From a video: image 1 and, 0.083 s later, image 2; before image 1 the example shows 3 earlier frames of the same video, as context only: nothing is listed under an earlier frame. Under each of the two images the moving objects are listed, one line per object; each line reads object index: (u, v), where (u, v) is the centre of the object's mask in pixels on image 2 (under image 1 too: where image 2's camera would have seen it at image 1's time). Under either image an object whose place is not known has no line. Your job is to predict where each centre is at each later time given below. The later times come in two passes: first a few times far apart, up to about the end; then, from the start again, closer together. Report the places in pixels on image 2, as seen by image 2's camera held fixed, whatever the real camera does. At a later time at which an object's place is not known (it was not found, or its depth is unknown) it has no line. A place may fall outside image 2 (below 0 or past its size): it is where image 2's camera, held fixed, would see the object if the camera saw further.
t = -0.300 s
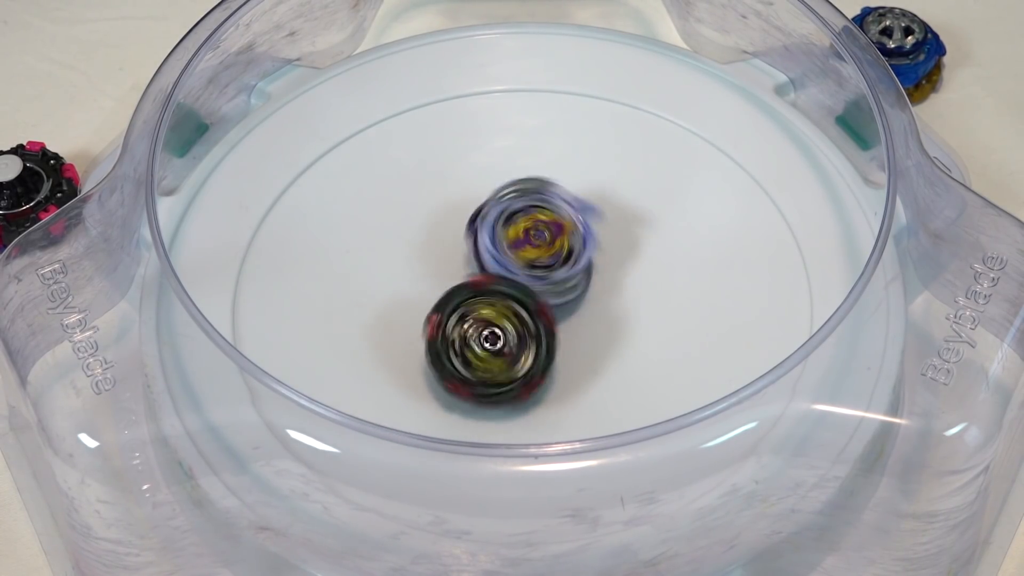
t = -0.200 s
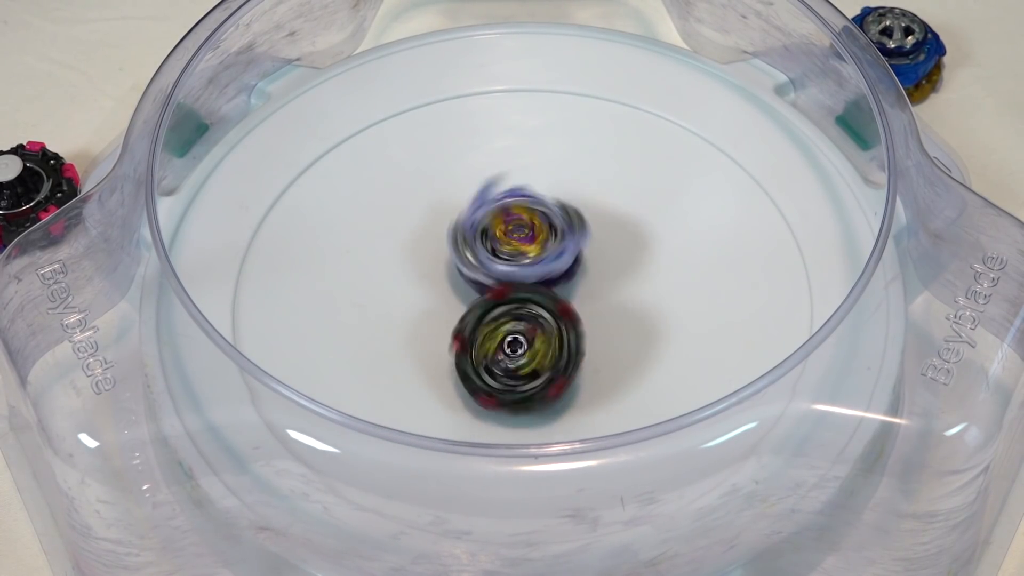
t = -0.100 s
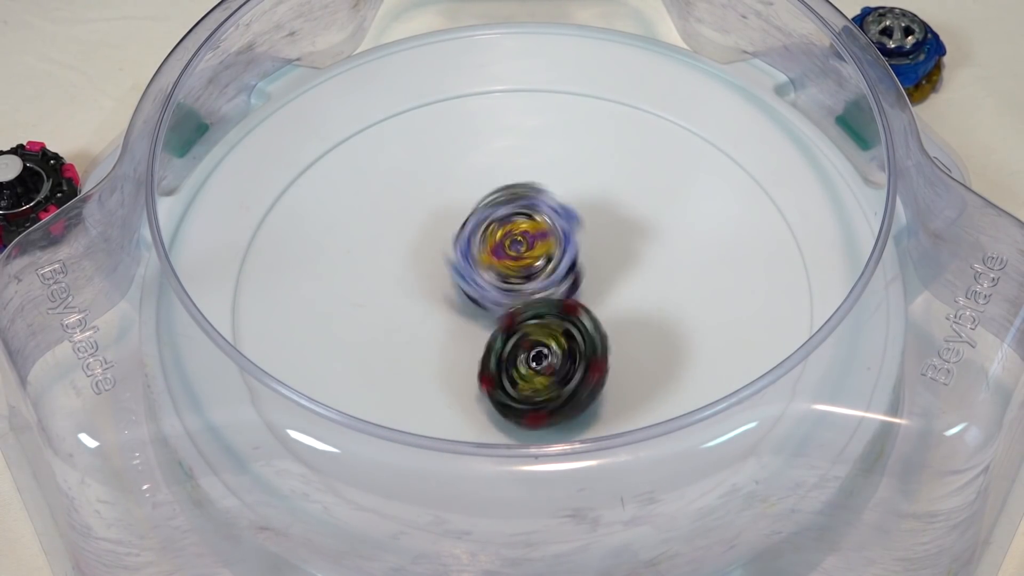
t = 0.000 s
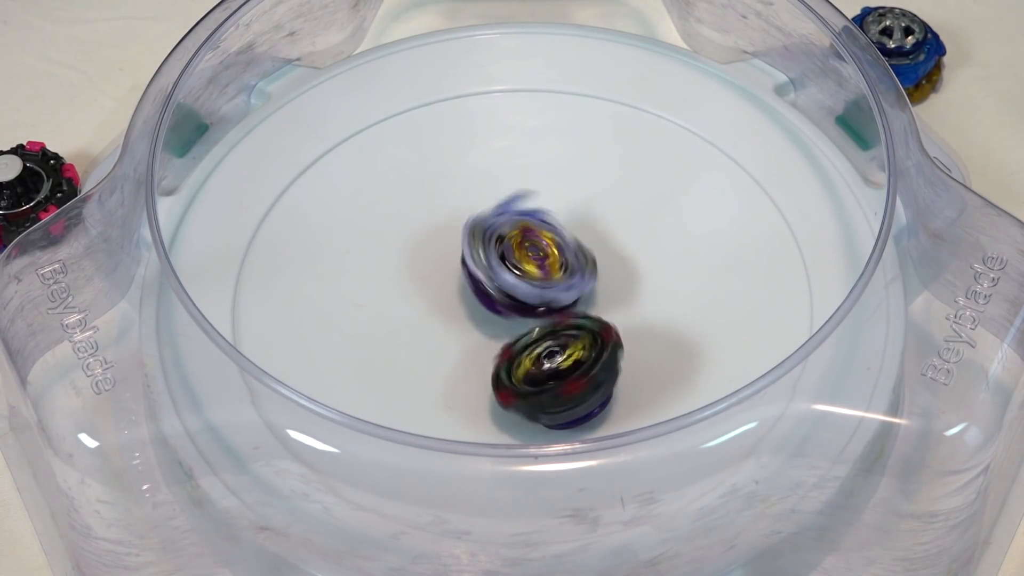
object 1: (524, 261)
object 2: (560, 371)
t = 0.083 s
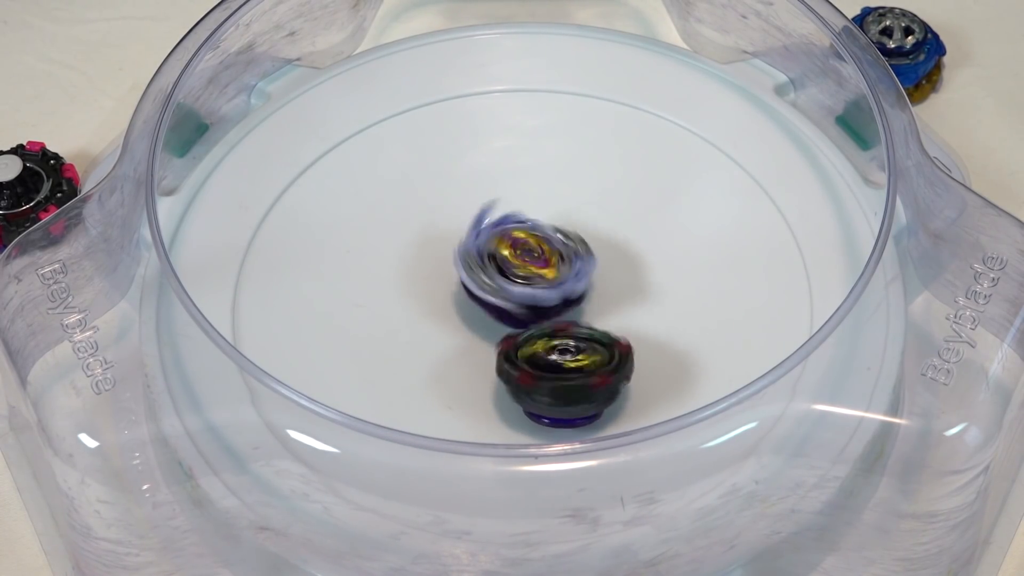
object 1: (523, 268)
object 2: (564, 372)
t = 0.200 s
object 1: (532, 266)
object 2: (568, 366)
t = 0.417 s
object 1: (526, 263)
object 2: (566, 361)
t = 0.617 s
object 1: (490, 272)
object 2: (586, 392)
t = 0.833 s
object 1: (486, 299)
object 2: (579, 393)
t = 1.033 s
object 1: (495, 299)
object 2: (567, 386)
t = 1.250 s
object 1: (495, 299)
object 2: (567, 386)
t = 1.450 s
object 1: (495, 299)
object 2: (567, 386)
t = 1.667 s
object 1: (495, 299)
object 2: (567, 386)
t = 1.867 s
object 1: (495, 299)
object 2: (567, 386)
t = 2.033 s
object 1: (495, 299)
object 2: (567, 386)
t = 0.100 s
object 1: (525, 269)
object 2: (565, 372)
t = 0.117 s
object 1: (527, 268)
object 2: (567, 372)
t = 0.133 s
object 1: (525, 267)
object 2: (568, 372)
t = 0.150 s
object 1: (526, 269)
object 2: (569, 371)
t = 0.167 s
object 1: (530, 267)
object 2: (569, 370)
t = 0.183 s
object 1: (532, 268)
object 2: (569, 369)
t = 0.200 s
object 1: (532, 266)
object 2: (568, 366)
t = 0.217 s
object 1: (529, 266)
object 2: (567, 364)
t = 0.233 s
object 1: (530, 265)
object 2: (566, 360)
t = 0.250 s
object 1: (530, 265)
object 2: (567, 358)
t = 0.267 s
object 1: (530, 263)
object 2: (568, 357)
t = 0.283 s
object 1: (525, 262)
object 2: (568, 355)
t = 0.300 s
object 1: (525, 261)
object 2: (570, 354)
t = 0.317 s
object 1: (527, 260)
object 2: (571, 352)
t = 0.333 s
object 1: (530, 258)
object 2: (573, 352)
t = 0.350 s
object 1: (531, 256)
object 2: (573, 356)
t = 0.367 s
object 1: (528, 258)
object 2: (571, 360)
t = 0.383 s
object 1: (526, 261)
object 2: (567, 361)
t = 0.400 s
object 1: (527, 263)
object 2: (566, 361)
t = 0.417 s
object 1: (526, 263)
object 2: (566, 361)
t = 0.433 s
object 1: (524, 261)
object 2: (567, 360)
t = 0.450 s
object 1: (522, 262)
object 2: (571, 365)
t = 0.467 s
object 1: (520, 261)
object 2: (574, 371)
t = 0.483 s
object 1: (516, 258)
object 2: (574, 377)
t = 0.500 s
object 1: (511, 253)
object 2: (575, 382)
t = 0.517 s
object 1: (507, 251)
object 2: (577, 385)
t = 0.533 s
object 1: (502, 252)
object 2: (579, 387)
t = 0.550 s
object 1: (498, 254)
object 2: (580, 388)
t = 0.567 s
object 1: (495, 259)
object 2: (582, 390)
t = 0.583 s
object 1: (496, 266)
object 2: (584, 391)
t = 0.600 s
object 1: (493, 270)
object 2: (585, 392)
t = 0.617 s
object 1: (490, 272)
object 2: (586, 392)
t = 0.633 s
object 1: (487, 273)
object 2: (587, 393)
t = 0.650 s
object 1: (484, 274)
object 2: (587, 394)
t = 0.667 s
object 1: (482, 276)
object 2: (588, 395)
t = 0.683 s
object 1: (480, 278)
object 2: (589, 395)
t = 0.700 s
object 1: (479, 281)
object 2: (590, 396)
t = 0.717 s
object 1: (480, 285)
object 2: (590, 396)
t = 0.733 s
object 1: (481, 287)
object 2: (590, 396)
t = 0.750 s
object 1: (482, 289)
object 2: (592, 396)
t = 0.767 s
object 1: (484, 292)
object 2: (591, 396)
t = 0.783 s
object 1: (485, 294)
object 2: (589, 396)
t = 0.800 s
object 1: (485, 295)
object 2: (586, 395)
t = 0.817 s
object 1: (486, 296)
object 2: (583, 395)
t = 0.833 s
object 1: (486, 299)
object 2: (579, 393)
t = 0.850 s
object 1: (486, 302)
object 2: (575, 392)
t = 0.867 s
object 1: (489, 303)
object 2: (570, 391)
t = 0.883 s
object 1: (491, 304)
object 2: (565, 391)
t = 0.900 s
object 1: (492, 302)
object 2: (565, 390)
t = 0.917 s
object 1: (492, 301)
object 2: (567, 391)
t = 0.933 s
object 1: (492, 300)
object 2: (568, 390)
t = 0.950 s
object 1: (493, 298)
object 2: (567, 388)
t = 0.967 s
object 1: (495, 299)
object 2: (567, 388)
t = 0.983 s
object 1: (495, 298)
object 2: (567, 387)
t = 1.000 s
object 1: (496, 299)
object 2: (567, 387)
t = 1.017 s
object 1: (495, 298)
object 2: (567, 386)
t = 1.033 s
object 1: (495, 299)
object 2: (567, 386)
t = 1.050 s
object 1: (495, 299)
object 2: (567, 386)
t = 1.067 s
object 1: (495, 298)
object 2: (567, 386)
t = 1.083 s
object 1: (495, 298)
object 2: (567, 386)
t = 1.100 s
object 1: (495, 298)
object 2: (567, 386)
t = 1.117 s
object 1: (495, 298)
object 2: (567, 386)
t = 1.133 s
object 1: (495, 299)
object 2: (567, 386)
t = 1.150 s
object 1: (495, 299)
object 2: (567, 386)
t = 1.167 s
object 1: (495, 298)
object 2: (567, 386)
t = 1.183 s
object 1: (495, 298)
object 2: (567, 386)
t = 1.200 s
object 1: (495, 298)
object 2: (567, 386)
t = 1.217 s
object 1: (495, 299)
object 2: (567, 386)
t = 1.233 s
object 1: (495, 299)
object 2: (567, 386)
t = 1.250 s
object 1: (495, 299)
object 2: (567, 386)
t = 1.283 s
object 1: (495, 299)
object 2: (567, 386)
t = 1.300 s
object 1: (495, 299)
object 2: (567, 386)
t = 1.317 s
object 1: (495, 299)
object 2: (567, 386)
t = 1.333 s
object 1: (495, 299)
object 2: (567, 386)
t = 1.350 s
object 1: (495, 299)
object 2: (567, 386)
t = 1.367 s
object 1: (495, 299)
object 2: (567, 386)
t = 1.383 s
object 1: (495, 299)
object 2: (567, 386)
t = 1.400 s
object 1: (495, 299)
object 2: (567, 386)
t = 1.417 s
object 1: (495, 299)
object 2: (567, 386)
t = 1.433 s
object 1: (495, 299)
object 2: (567, 386)
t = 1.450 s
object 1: (495, 299)
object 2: (567, 386)
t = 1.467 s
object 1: (495, 299)
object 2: (567, 386)
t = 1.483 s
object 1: (495, 299)
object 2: (567, 386)
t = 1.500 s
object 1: (495, 299)
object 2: (567, 386)
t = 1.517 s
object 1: (495, 299)
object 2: (567, 386)
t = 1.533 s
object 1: (495, 299)
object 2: (567, 386)
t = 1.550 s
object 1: (495, 299)
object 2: (567, 386)
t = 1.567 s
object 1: (495, 299)
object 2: (567, 386)
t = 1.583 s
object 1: (495, 299)
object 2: (567, 386)
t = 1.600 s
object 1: (495, 299)
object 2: (567, 386)
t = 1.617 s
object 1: (495, 299)
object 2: (567, 386)
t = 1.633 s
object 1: (495, 299)
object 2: (567, 386)
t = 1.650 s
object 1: (495, 299)
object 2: (567, 386)
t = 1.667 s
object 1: (495, 299)
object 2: (567, 386)
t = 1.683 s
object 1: (495, 299)
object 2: (567, 386)
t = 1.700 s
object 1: (495, 299)
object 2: (567, 386)
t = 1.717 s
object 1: (495, 299)
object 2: (567, 386)
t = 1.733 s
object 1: (495, 299)
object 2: (567, 386)
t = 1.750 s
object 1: (495, 299)
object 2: (567, 386)
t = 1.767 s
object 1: (495, 299)
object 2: (567, 386)
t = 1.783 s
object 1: (495, 299)
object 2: (567, 386)
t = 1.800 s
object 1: (495, 299)
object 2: (567, 386)
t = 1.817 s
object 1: (495, 299)
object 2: (567, 386)
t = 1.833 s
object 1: (495, 299)
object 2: (567, 386)
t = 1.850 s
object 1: (495, 299)
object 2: (567, 386)
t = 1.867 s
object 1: (495, 299)
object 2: (567, 386)
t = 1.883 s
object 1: (495, 299)
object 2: (567, 386)
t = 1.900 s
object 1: (495, 299)
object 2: (567, 386)
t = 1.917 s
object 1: (495, 299)
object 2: (567, 386)
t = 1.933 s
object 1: (495, 299)
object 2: (567, 386)
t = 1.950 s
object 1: (495, 299)
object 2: (567, 386)
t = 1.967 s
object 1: (495, 299)
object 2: (567, 386)
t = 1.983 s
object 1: (495, 299)
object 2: (567, 386)
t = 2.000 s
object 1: (495, 299)
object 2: (567, 386)
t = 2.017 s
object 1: (495, 299)
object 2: (567, 386)
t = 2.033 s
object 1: (495, 299)
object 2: (567, 386)
